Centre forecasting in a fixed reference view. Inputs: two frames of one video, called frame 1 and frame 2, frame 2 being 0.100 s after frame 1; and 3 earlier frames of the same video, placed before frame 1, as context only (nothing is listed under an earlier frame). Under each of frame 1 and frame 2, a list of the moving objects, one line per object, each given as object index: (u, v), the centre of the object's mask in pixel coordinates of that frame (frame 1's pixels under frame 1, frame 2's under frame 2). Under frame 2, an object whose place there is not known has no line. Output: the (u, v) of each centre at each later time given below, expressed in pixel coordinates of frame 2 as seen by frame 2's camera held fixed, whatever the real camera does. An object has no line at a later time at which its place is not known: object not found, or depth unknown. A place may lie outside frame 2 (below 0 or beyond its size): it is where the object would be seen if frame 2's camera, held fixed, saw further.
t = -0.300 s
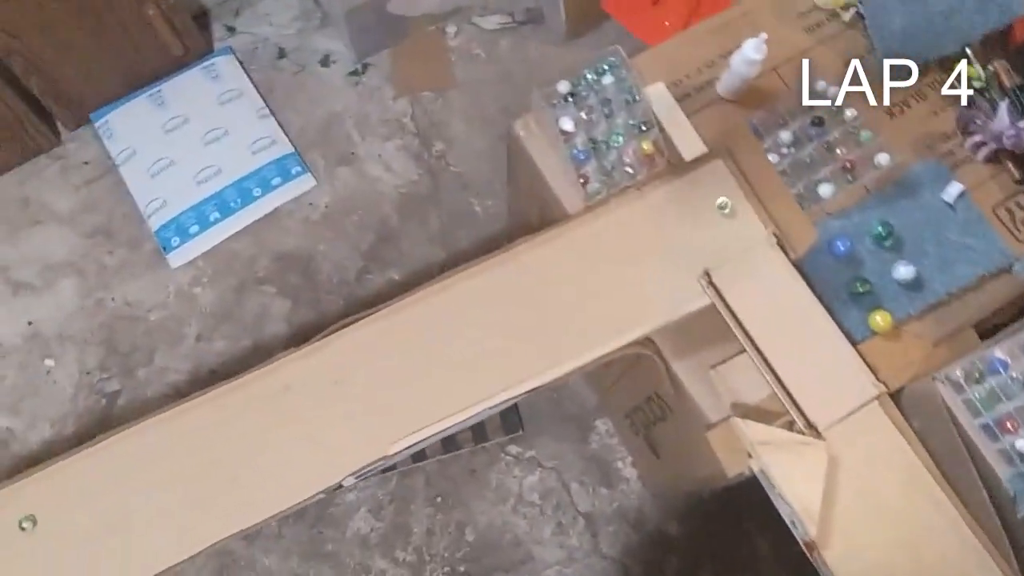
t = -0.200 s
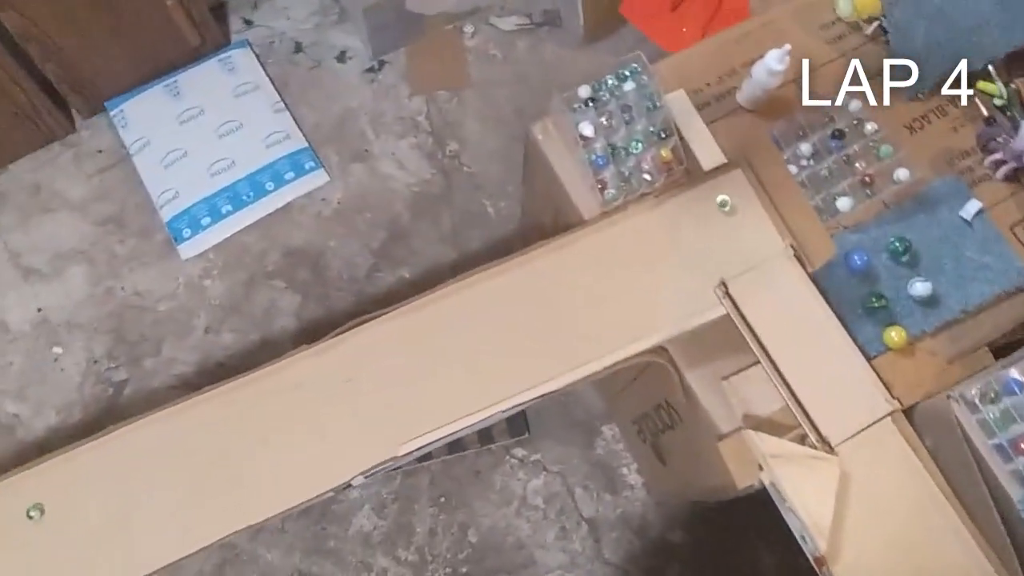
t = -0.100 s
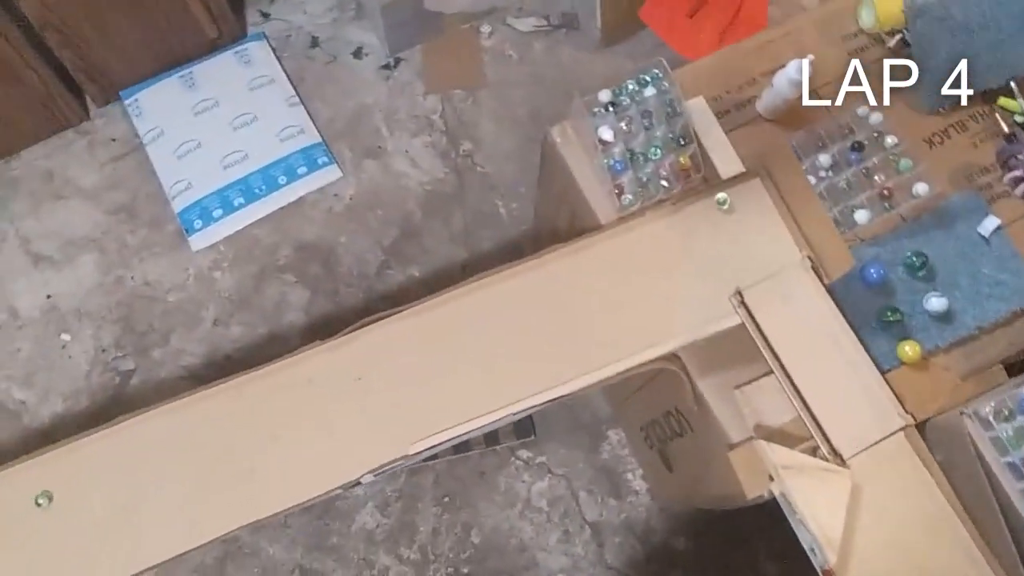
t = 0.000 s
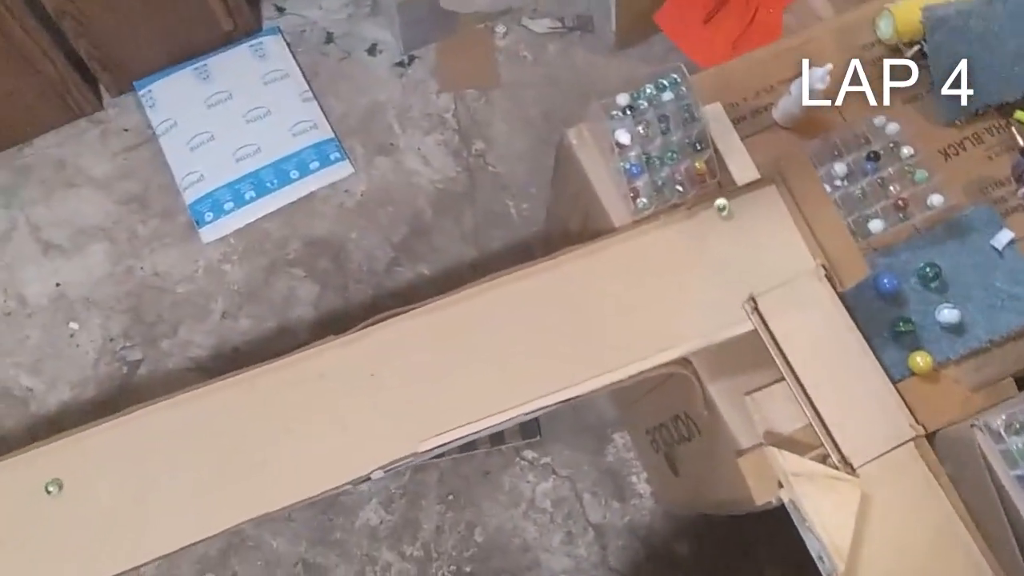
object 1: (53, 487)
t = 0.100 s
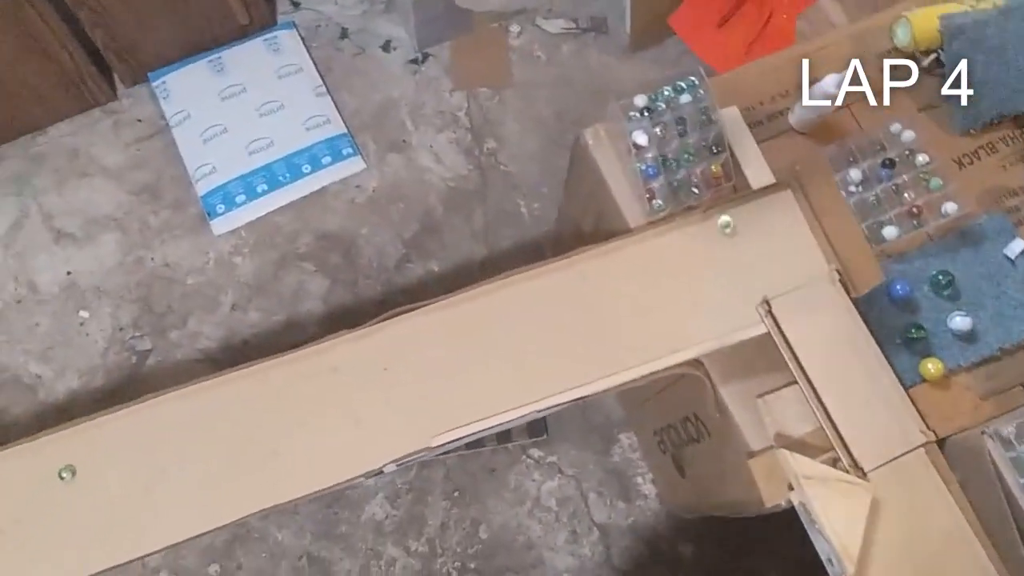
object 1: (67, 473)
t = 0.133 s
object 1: (66, 473)
